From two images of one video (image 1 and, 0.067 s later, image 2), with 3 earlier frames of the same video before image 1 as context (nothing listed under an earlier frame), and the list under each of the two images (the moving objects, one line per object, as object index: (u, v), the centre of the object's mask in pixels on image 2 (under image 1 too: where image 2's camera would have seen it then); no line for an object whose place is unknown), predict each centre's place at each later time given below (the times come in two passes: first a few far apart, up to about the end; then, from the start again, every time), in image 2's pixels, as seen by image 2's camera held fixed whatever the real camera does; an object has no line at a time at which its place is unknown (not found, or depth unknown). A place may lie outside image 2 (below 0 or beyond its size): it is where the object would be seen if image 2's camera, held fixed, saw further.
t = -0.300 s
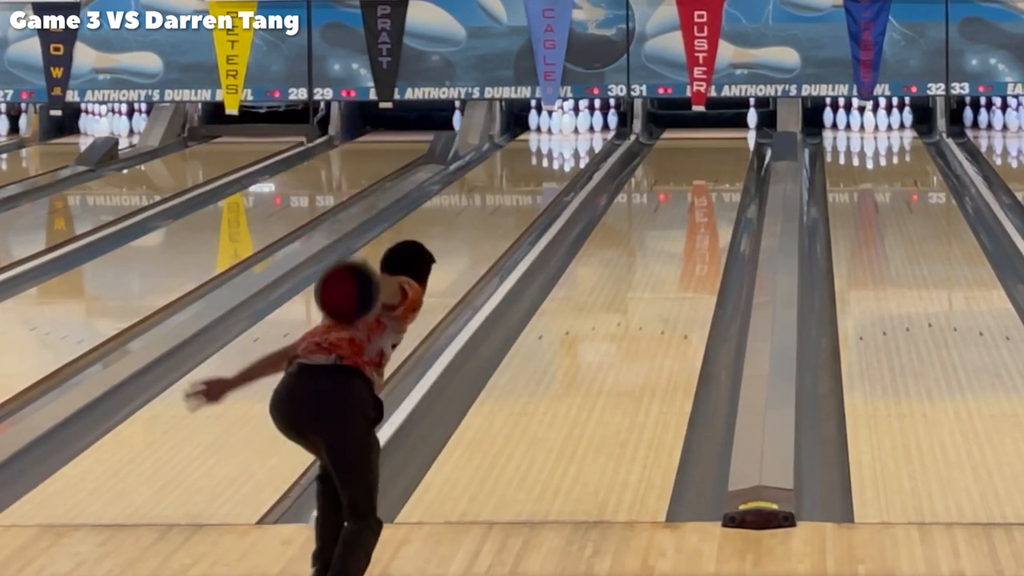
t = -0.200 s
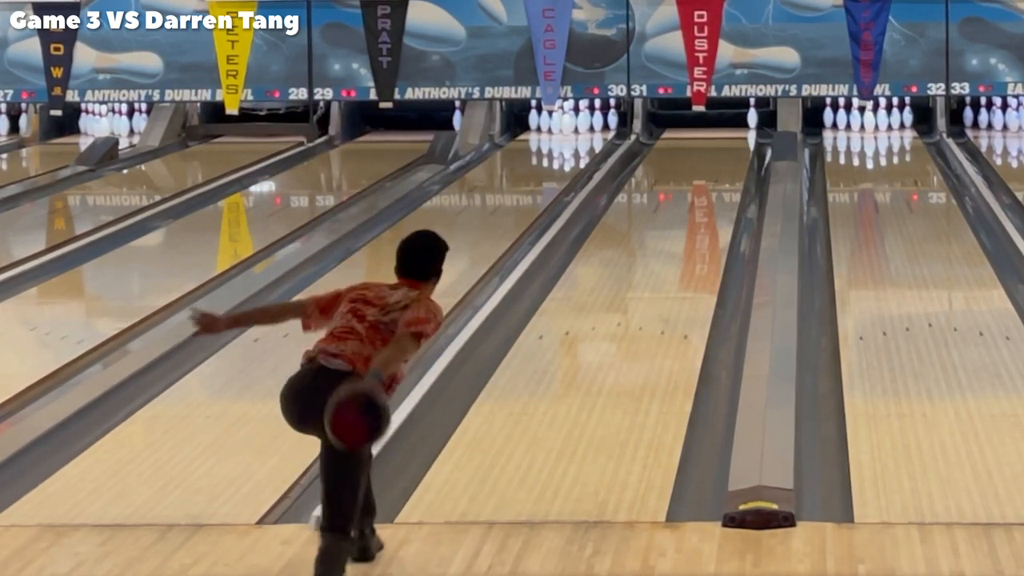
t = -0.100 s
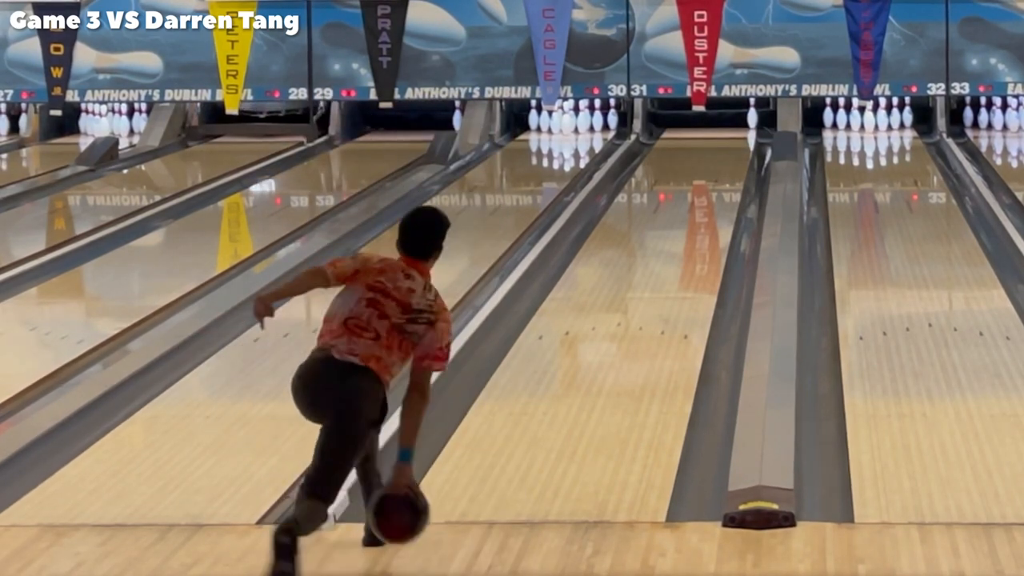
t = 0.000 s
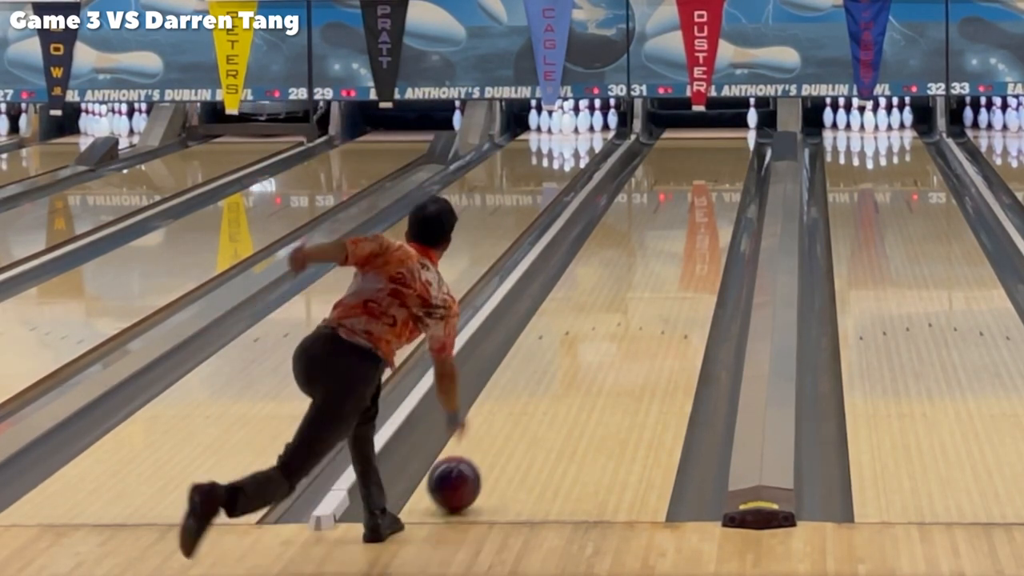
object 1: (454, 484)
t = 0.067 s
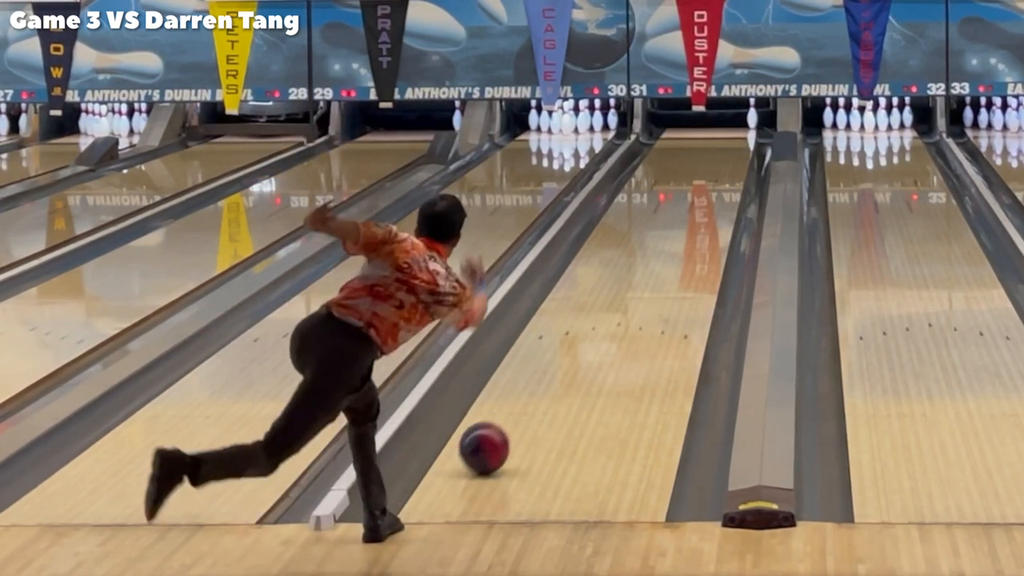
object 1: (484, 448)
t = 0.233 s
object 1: (545, 373)
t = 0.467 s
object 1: (605, 300)
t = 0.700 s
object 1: (649, 249)
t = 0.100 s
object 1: (498, 431)
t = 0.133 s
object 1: (511, 415)
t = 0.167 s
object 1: (523, 401)
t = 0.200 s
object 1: (534, 387)
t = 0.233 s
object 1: (545, 373)
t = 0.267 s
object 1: (555, 361)
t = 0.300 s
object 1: (564, 349)
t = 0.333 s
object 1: (573, 338)
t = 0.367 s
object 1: (582, 328)
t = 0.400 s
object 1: (590, 319)
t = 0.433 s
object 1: (598, 309)
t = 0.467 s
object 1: (605, 300)
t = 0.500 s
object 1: (613, 293)
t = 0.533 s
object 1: (619, 285)
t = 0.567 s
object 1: (625, 277)
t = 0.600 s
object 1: (632, 270)
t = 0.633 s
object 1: (638, 263)
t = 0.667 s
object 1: (643, 256)
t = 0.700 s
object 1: (649, 249)
